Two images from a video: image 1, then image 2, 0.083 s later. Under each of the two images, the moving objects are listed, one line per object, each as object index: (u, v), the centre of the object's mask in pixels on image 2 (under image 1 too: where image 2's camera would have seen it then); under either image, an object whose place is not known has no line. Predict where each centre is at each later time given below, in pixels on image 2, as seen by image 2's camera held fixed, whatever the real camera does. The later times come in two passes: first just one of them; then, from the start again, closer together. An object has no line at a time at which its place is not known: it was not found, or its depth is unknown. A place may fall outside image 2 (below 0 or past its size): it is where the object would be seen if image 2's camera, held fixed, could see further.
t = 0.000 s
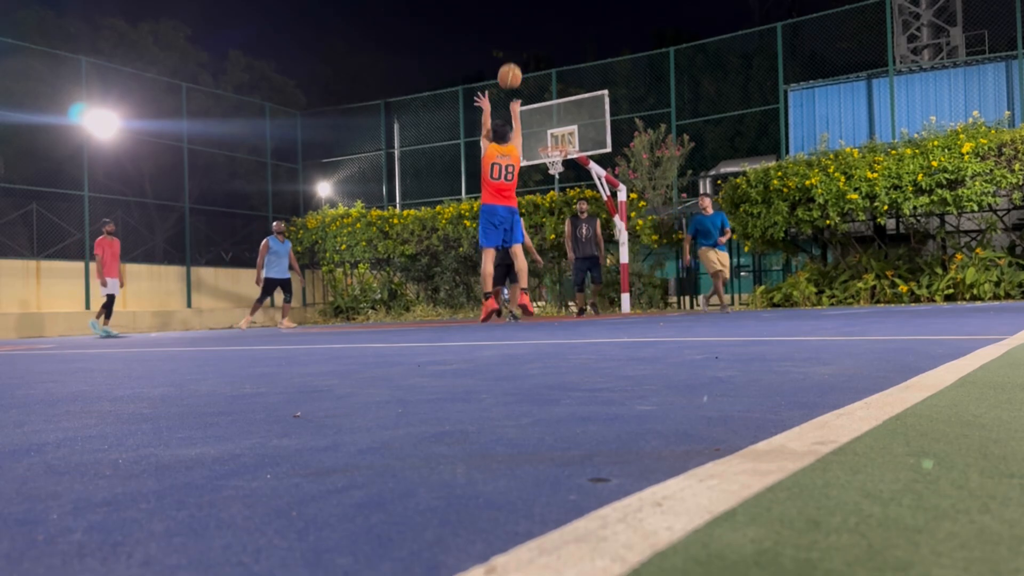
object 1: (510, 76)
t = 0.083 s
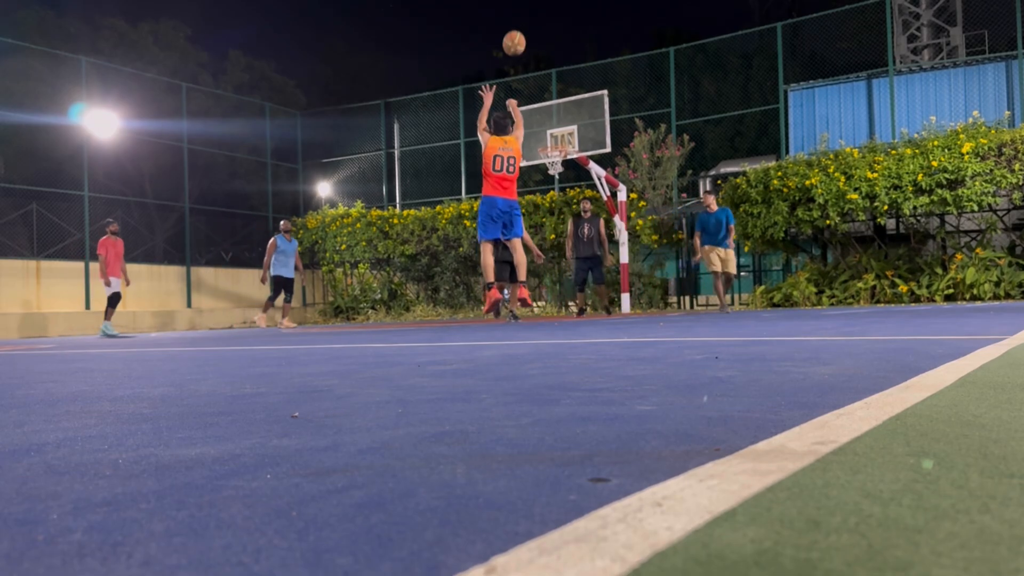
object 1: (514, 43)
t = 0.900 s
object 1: (544, 65)
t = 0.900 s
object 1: (544, 65)
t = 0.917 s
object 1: (545, 70)
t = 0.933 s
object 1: (546, 75)
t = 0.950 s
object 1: (546, 79)
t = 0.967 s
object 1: (546, 84)
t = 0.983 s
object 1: (547, 89)
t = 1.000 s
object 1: (547, 93)
